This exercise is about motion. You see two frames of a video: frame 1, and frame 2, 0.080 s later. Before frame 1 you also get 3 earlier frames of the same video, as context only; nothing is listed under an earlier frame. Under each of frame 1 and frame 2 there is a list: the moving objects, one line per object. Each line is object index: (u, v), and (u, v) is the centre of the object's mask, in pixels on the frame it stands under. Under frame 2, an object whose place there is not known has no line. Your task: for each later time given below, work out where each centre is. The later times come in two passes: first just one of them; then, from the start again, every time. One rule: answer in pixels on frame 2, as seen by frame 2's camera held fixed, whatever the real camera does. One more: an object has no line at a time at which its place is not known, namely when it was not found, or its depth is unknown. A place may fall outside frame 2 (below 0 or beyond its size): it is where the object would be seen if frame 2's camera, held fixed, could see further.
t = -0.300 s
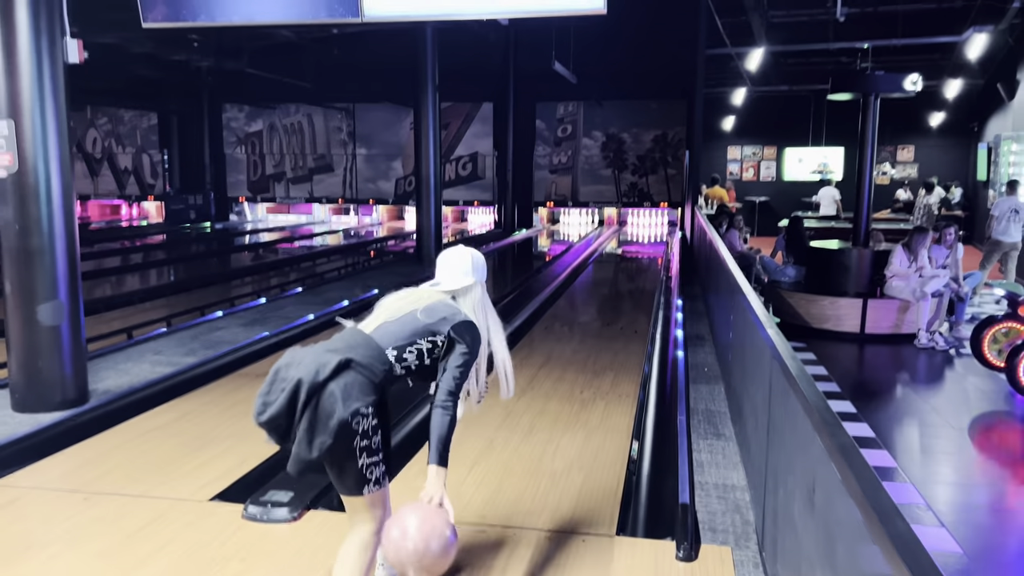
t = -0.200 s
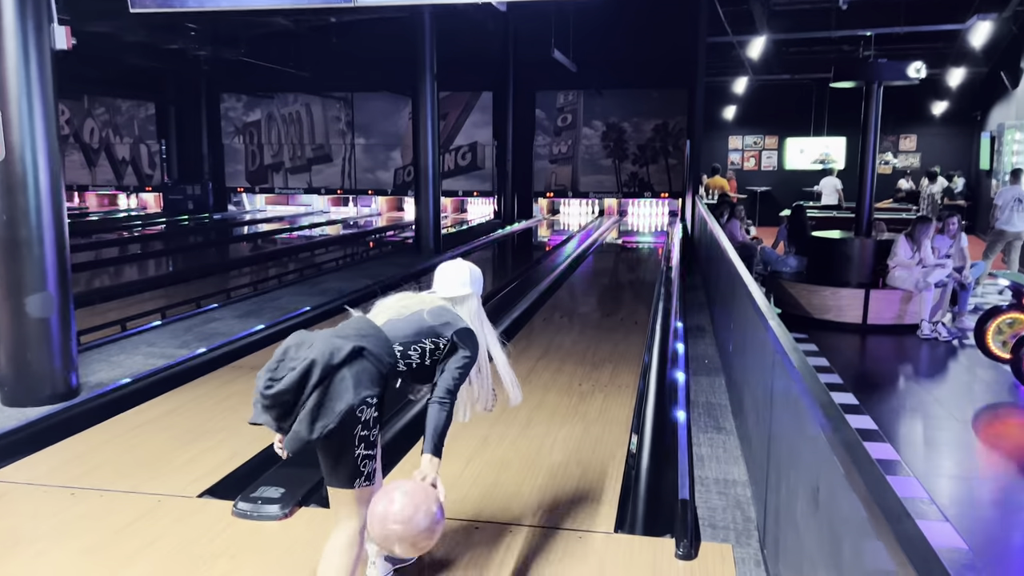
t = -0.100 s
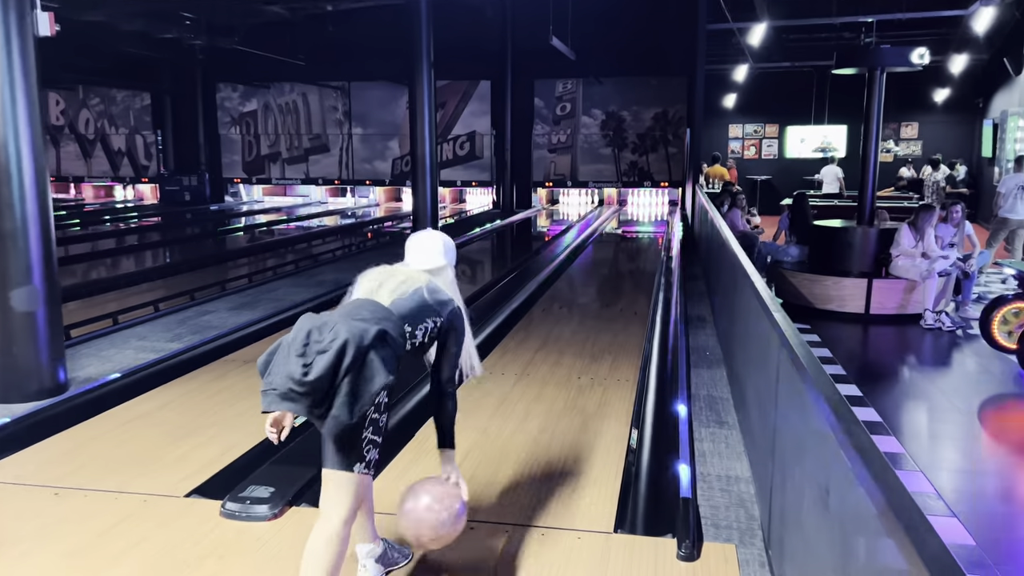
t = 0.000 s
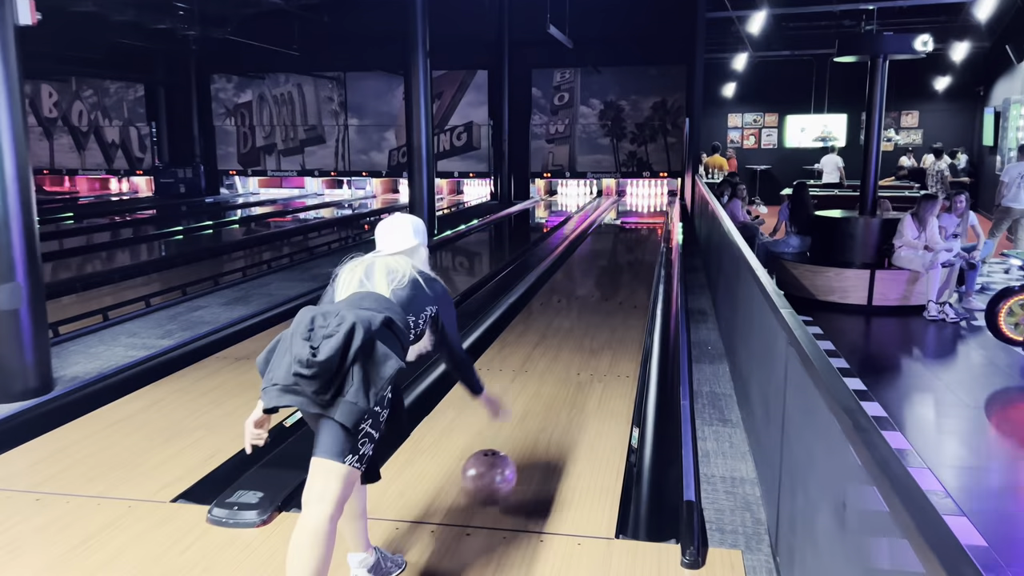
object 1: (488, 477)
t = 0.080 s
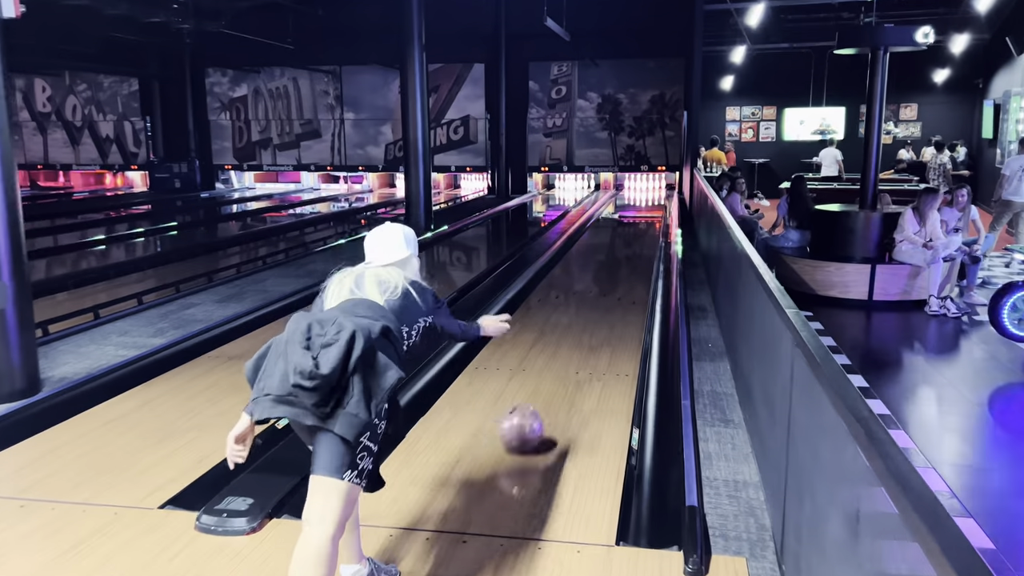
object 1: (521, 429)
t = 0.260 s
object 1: (565, 350)
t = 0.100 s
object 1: (527, 419)
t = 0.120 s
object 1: (533, 408)
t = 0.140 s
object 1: (538, 399)
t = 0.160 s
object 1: (542, 390)
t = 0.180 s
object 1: (547, 382)
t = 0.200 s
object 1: (553, 370)
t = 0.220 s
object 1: (557, 363)
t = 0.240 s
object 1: (561, 356)
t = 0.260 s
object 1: (565, 350)
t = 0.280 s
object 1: (568, 344)
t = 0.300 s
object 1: (571, 339)
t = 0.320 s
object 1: (575, 331)
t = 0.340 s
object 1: (578, 326)
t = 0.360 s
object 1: (581, 322)
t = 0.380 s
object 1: (583, 317)
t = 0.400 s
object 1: (585, 313)
